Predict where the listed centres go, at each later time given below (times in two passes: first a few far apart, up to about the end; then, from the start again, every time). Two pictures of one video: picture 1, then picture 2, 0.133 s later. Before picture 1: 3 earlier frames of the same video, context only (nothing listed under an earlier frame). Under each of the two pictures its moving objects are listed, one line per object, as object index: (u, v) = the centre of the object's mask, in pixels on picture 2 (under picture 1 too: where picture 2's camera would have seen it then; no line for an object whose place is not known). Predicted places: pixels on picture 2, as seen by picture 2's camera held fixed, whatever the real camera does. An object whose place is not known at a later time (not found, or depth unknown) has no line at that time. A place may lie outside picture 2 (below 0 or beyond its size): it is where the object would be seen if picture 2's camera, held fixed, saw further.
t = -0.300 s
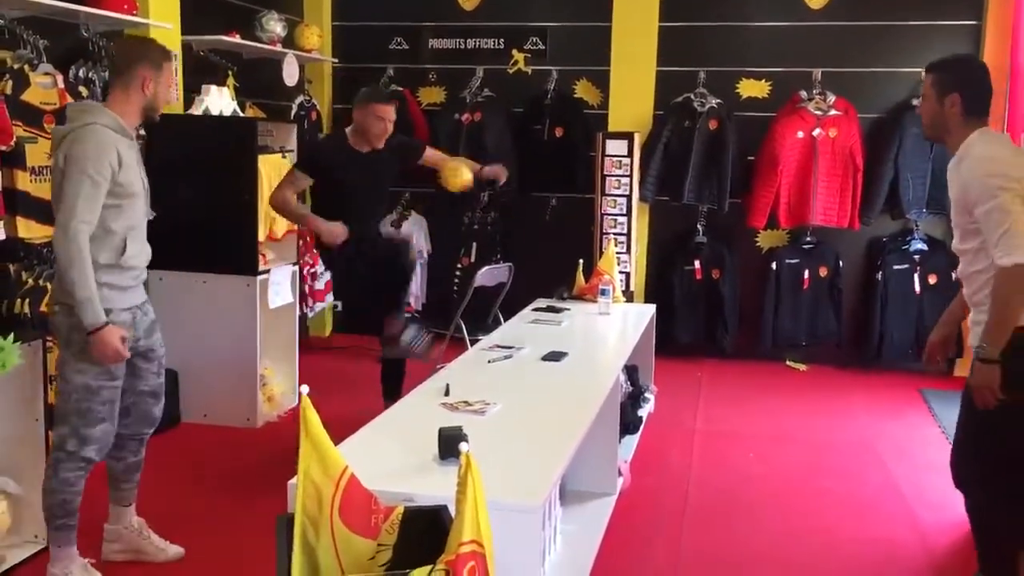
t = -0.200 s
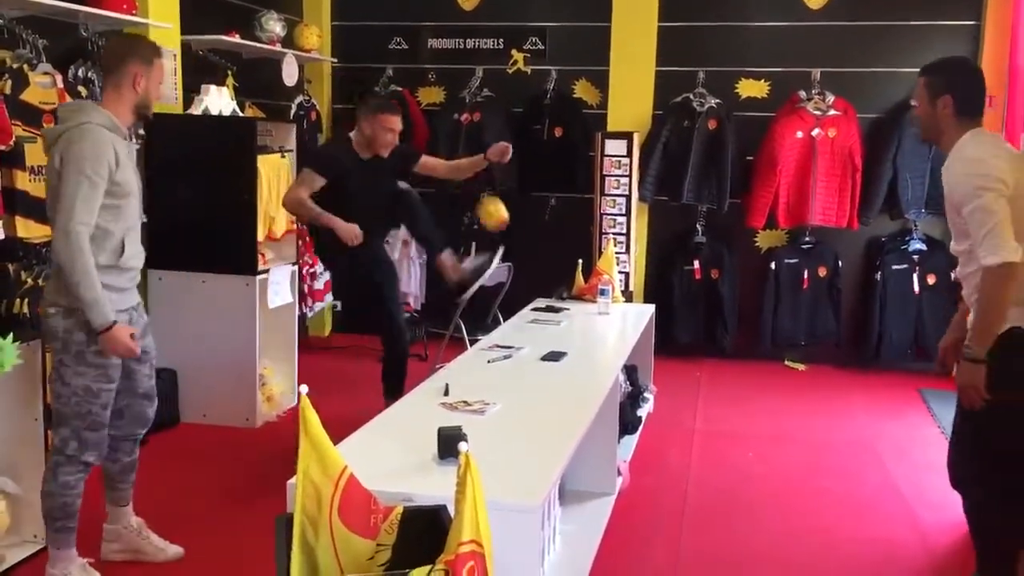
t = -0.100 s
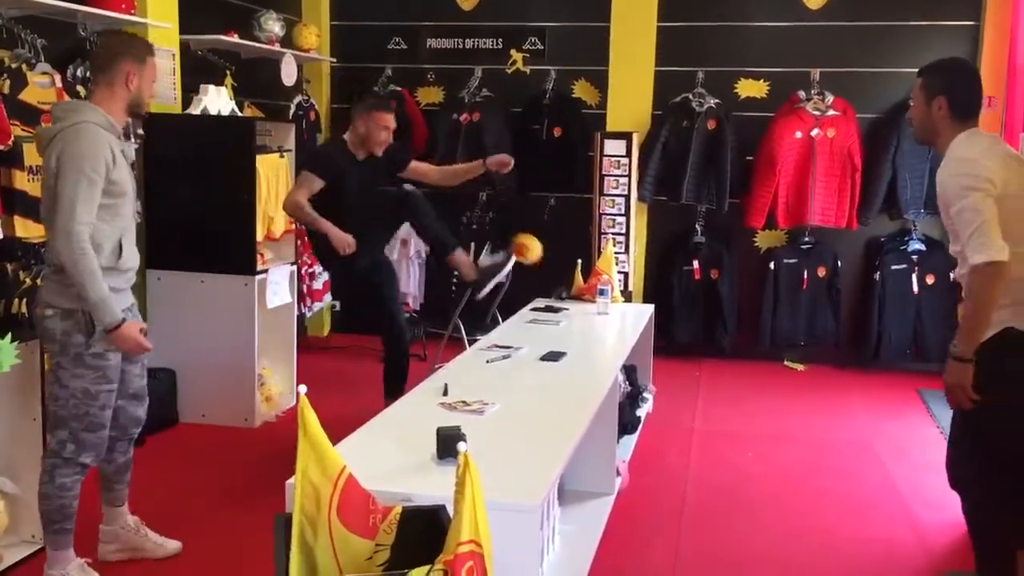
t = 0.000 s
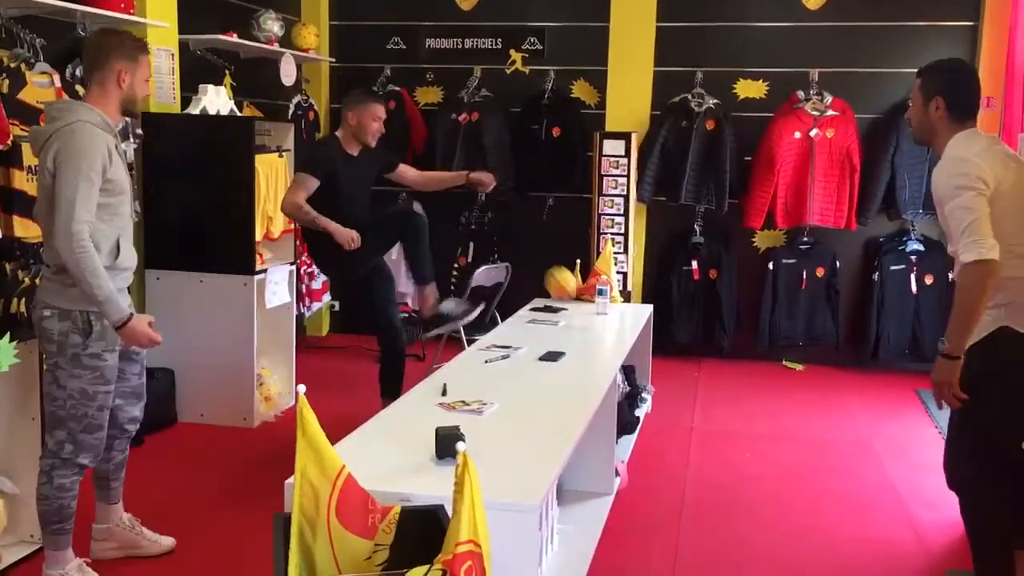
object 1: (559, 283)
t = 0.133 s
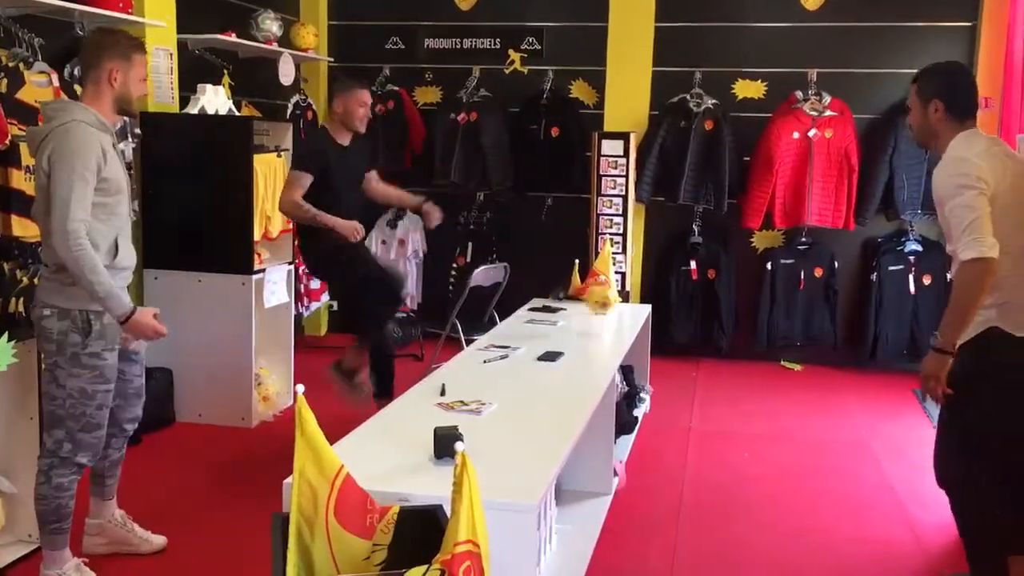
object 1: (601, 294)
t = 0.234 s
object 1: (625, 290)
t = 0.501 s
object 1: (691, 382)
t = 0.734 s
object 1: (754, 490)
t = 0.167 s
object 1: (608, 293)
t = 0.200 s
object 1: (616, 289)
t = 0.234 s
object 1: (625, 290)
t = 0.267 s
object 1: (634, 291)
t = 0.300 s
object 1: (642, 295)
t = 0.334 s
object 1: (652, 303)
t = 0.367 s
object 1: (659, 315)
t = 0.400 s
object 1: (668, 327)
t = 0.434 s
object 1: (675, 343)
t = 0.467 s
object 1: (684, 361)
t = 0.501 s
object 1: (691, 382)
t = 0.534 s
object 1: (700, 408)
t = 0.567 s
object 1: (708, 434)
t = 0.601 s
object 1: (716, 465)
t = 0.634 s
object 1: (725, 500)
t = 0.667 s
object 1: (734, 524)
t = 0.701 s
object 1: (745, 505)
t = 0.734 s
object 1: (754, 490)
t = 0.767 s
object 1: (764, 476)
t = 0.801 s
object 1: (774, 464)
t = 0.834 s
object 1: (785, 457)
